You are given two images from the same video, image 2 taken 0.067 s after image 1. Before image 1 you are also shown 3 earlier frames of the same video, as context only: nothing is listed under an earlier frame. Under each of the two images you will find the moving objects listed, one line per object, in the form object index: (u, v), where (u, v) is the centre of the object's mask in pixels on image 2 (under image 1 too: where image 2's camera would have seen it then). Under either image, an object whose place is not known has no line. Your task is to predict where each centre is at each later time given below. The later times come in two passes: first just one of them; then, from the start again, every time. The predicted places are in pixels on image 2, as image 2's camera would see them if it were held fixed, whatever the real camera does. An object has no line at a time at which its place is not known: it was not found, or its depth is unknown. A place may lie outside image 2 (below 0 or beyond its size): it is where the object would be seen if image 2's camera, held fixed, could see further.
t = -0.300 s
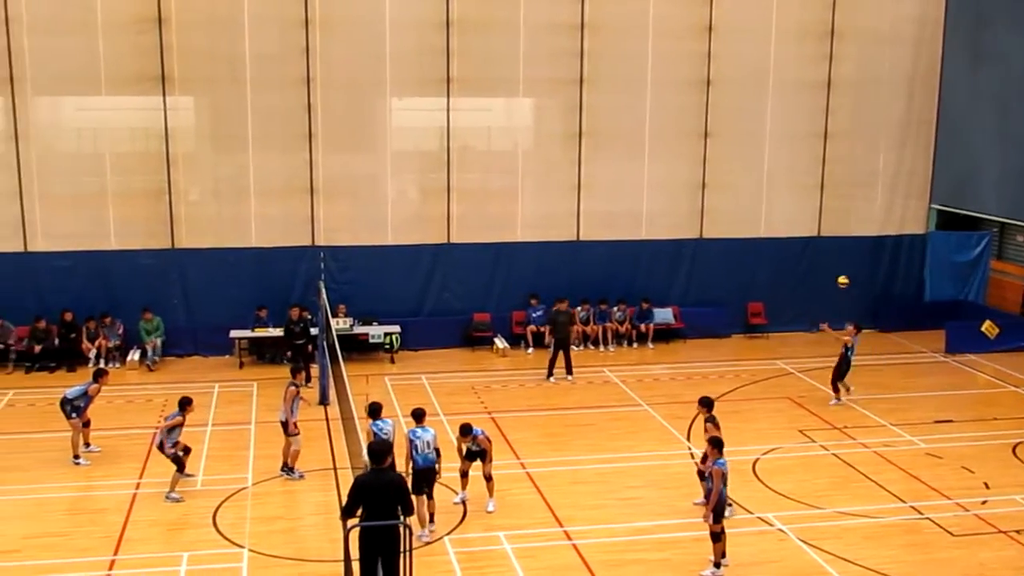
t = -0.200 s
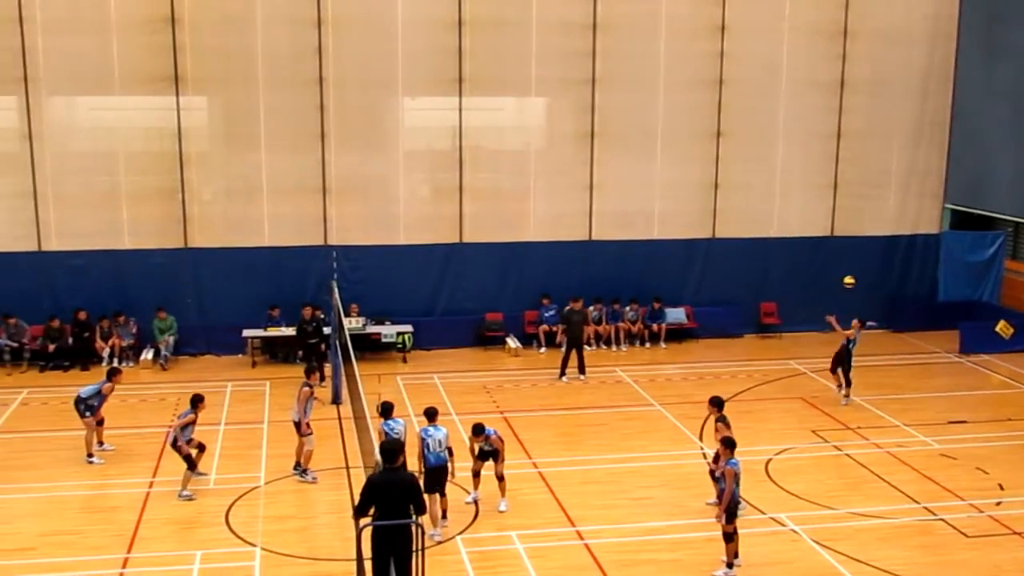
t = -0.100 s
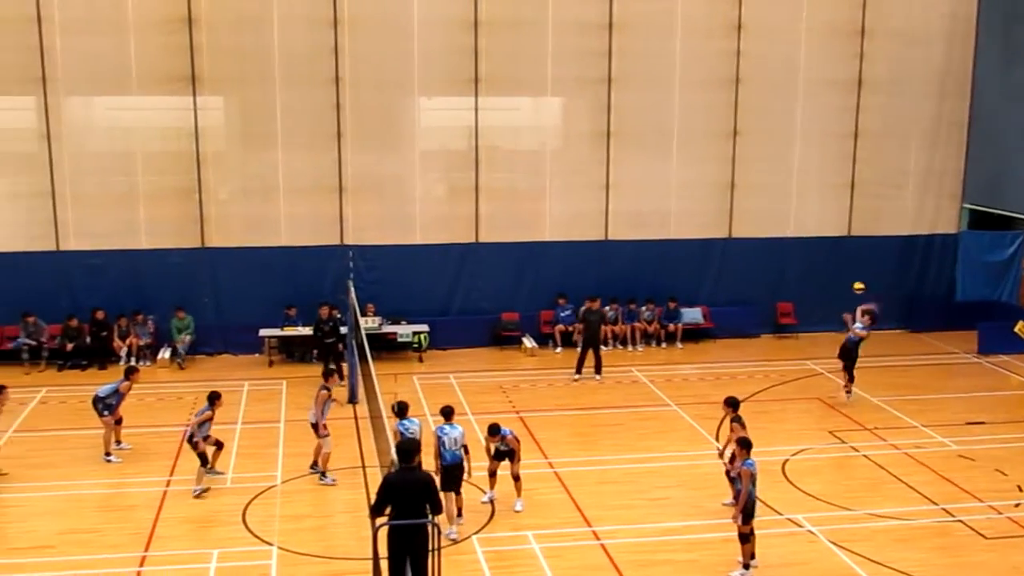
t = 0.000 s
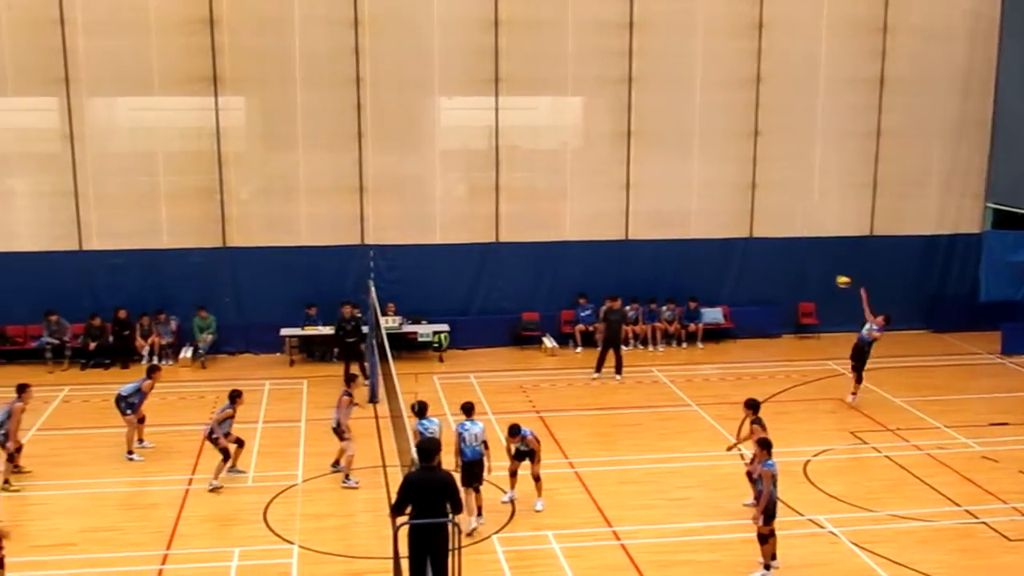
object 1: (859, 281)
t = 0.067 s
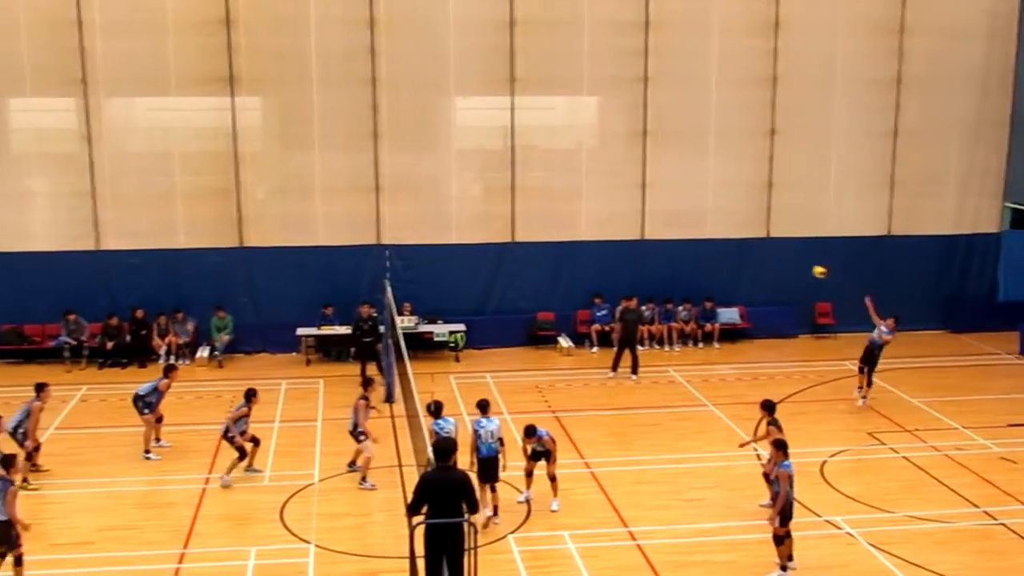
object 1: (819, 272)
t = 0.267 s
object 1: (687, 256)
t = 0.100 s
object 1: (798, 267)
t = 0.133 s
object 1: (777, 264)
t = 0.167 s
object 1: (755, 261)
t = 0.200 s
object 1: (733, 259)
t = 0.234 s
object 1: (711, 257)
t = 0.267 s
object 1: (687, 256)
